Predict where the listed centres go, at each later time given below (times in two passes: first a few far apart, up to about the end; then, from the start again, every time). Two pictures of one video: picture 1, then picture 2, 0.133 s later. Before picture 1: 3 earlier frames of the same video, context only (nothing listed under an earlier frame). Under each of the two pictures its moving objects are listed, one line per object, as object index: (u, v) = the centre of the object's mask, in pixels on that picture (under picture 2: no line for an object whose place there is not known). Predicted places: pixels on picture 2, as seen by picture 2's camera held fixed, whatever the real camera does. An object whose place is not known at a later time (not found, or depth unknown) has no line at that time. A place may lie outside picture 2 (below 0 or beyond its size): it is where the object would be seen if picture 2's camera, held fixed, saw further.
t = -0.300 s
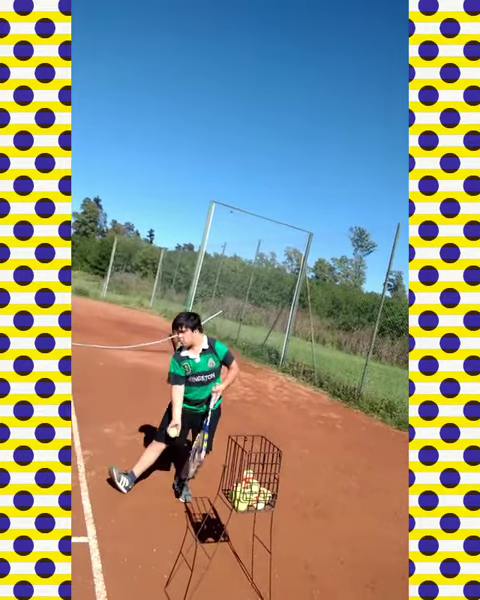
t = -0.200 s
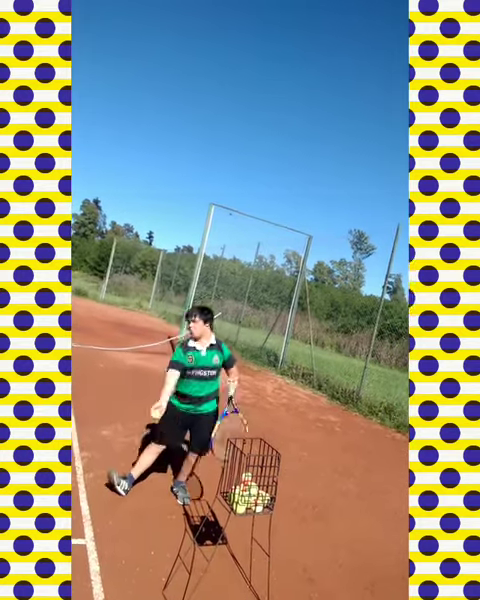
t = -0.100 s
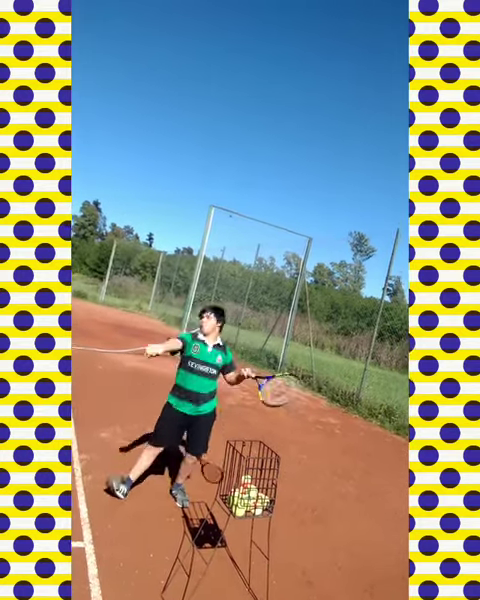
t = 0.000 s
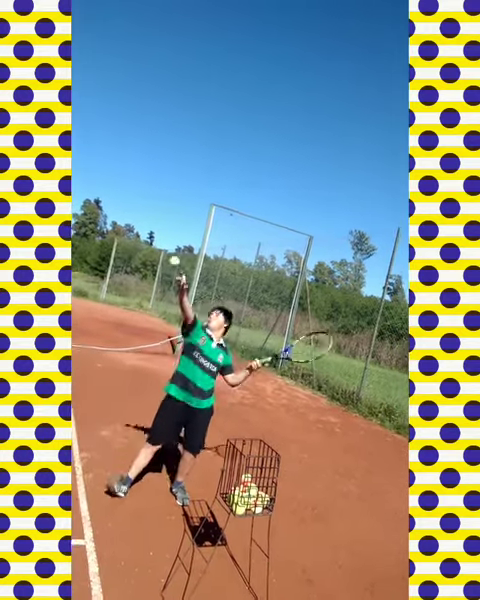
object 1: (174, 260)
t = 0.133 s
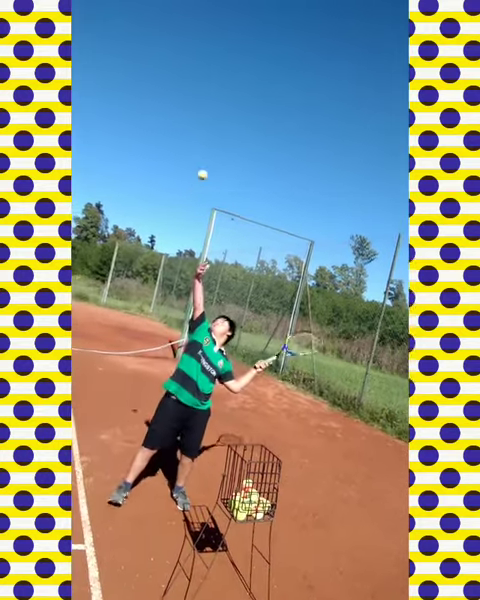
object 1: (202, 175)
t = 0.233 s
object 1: (218, 126)
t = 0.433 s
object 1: (238, 73)
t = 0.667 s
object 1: (242, 88)
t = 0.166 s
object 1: (208, 156)
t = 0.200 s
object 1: (213, 140)
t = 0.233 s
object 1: (218, 126)
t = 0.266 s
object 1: (223, 113)
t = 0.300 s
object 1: (227, 102)
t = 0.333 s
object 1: (230, 92)
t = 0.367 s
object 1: (233, 84)
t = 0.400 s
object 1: (236, 78)
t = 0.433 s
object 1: (238, 73)
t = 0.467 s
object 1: (241, 68)
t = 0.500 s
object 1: (242, 68)
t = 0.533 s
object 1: (243, 69)
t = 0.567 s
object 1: (243, 72)
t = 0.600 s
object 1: (243, 76)
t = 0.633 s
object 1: (243, 81)
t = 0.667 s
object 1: (242, 88)
